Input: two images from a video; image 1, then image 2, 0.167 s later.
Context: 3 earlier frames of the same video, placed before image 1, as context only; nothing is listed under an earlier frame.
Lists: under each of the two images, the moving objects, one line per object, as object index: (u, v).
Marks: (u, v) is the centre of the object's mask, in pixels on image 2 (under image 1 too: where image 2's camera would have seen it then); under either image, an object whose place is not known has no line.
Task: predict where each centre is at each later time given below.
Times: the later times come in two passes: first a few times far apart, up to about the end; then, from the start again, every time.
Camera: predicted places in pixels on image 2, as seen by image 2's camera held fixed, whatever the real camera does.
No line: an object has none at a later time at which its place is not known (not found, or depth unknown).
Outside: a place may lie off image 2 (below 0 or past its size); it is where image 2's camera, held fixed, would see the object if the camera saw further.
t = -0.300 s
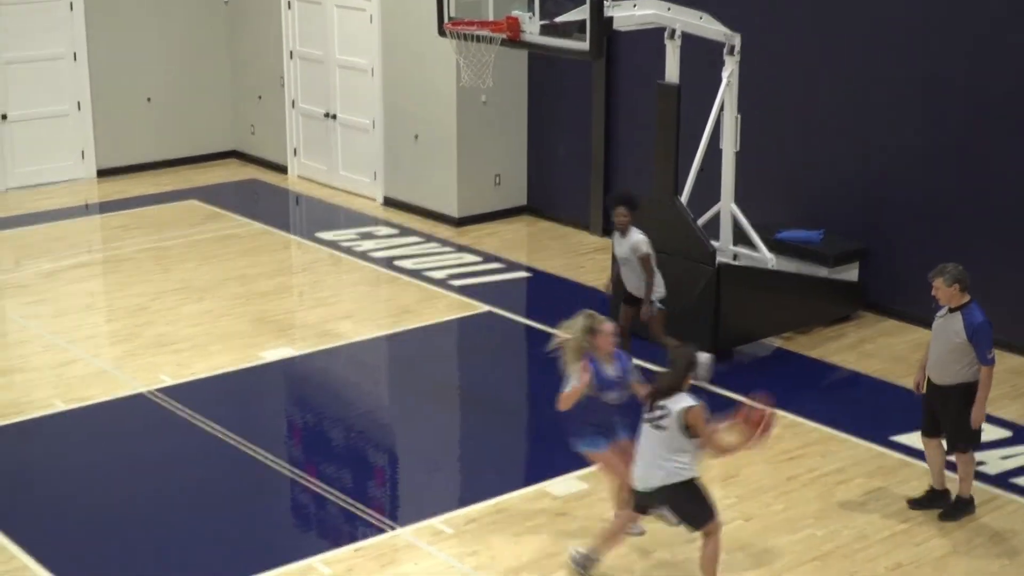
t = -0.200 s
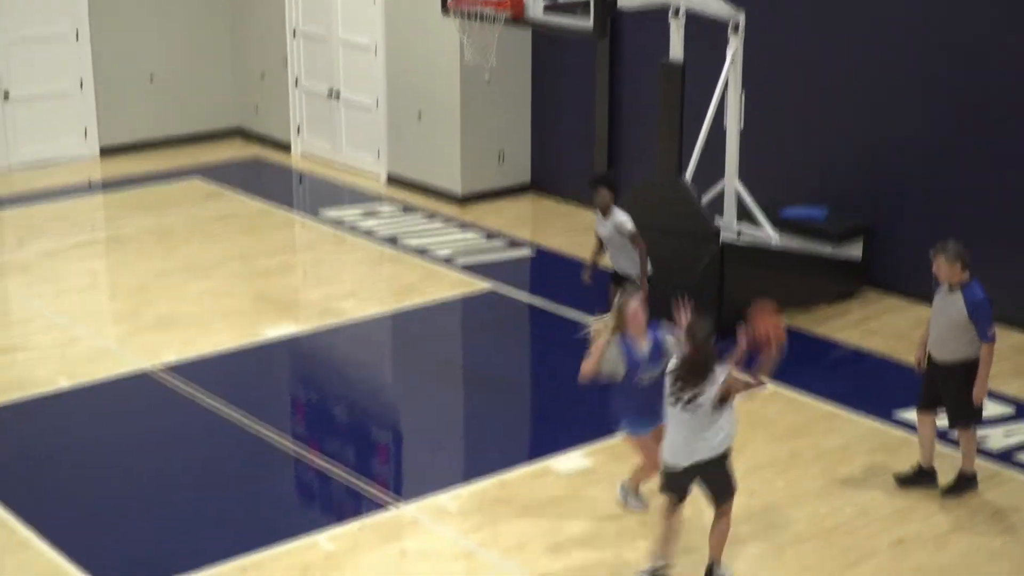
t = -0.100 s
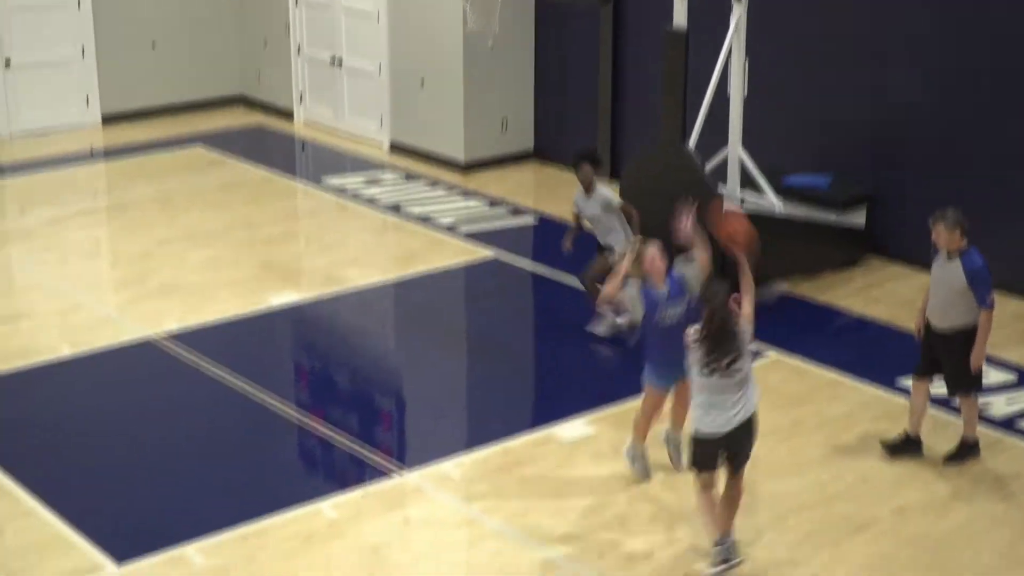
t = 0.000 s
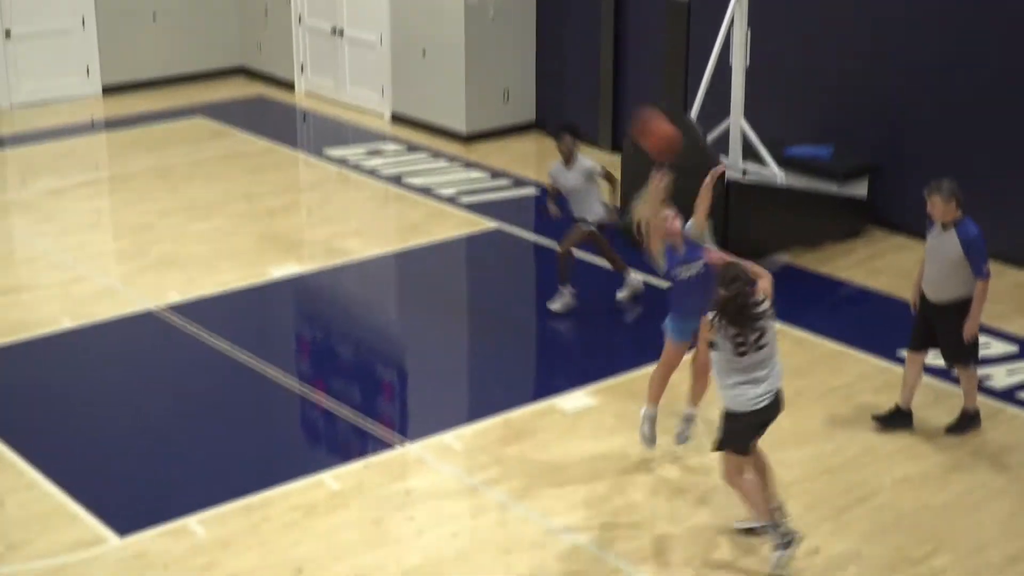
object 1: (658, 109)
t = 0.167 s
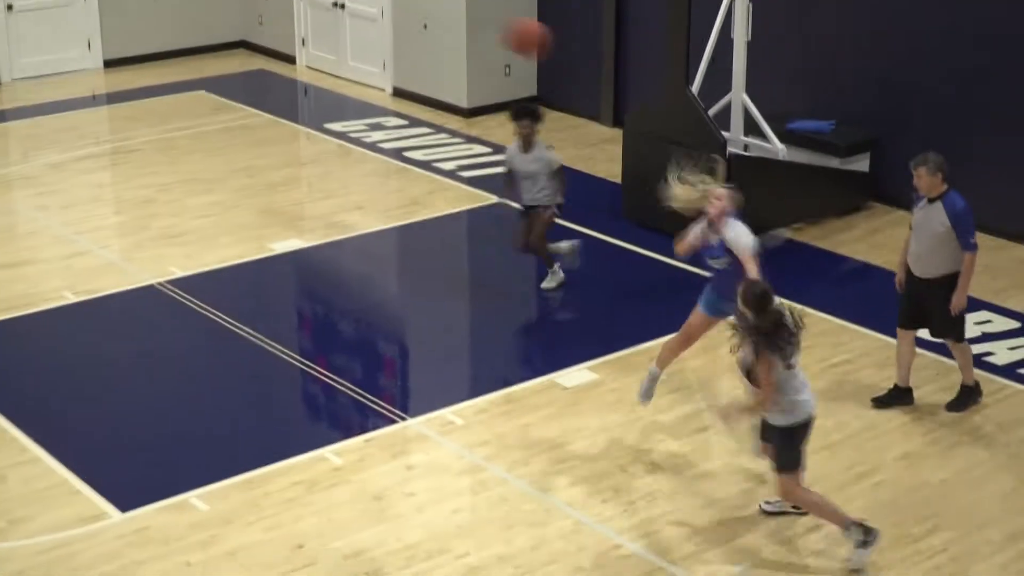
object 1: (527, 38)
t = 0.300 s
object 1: (422, 17)
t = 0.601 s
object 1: (204, 62)
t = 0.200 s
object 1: (501, 29)
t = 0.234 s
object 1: (474, 22)
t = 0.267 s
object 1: (448, 19)
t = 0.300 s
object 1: (422, 17)
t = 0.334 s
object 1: (397, 16)
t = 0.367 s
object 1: (369, 14)
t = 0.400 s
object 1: (344, 13)
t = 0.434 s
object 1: (320, 16)
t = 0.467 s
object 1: (295, 22)
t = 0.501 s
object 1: (271, 30)
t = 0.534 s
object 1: (248, 38)
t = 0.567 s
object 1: (225, 50)
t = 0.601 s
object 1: (204, 62)
